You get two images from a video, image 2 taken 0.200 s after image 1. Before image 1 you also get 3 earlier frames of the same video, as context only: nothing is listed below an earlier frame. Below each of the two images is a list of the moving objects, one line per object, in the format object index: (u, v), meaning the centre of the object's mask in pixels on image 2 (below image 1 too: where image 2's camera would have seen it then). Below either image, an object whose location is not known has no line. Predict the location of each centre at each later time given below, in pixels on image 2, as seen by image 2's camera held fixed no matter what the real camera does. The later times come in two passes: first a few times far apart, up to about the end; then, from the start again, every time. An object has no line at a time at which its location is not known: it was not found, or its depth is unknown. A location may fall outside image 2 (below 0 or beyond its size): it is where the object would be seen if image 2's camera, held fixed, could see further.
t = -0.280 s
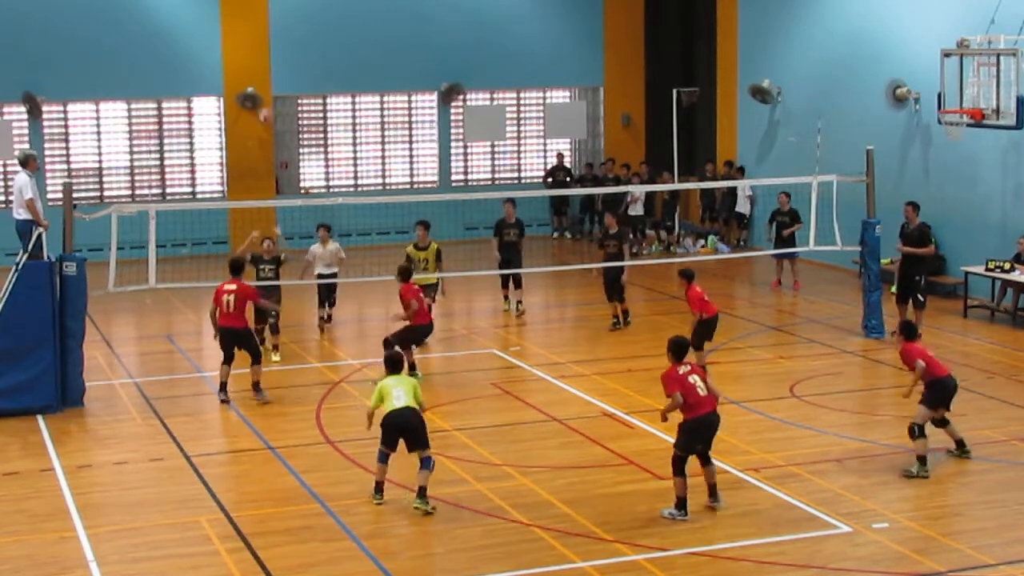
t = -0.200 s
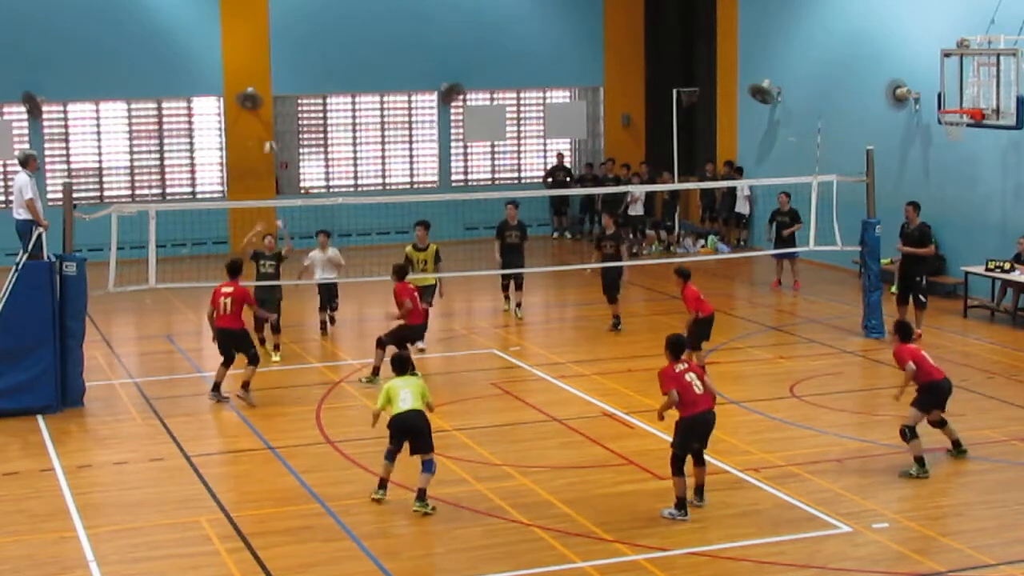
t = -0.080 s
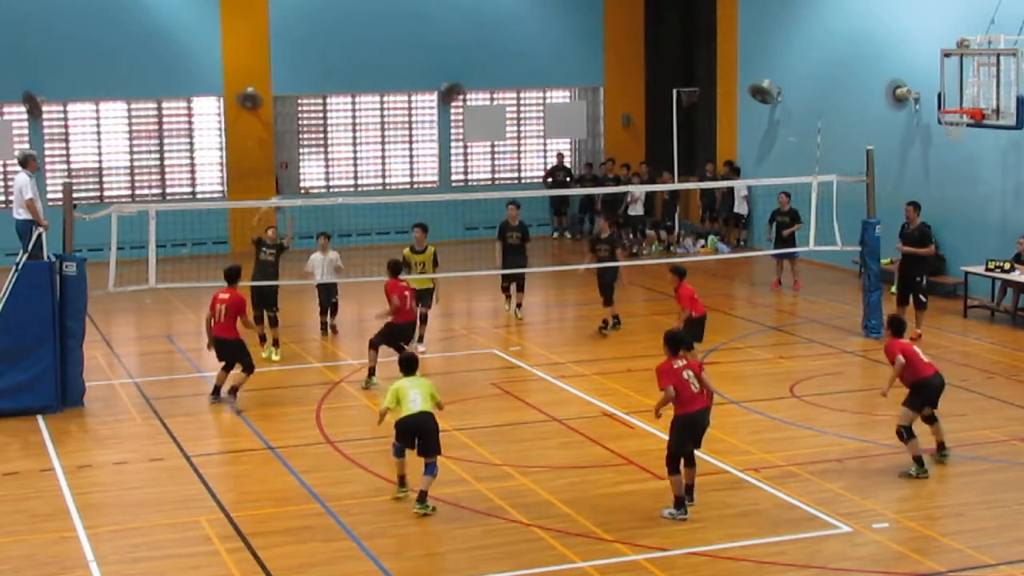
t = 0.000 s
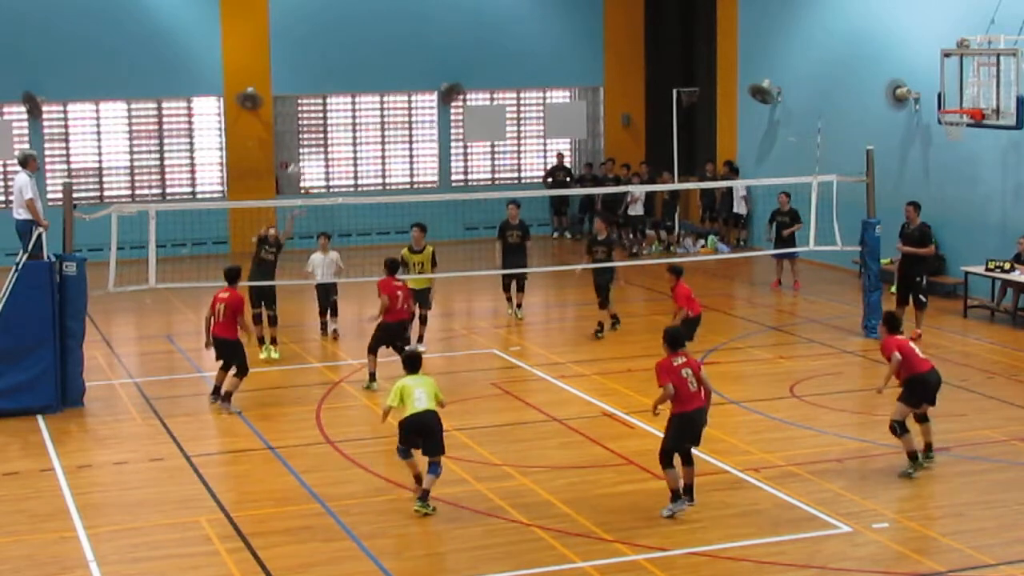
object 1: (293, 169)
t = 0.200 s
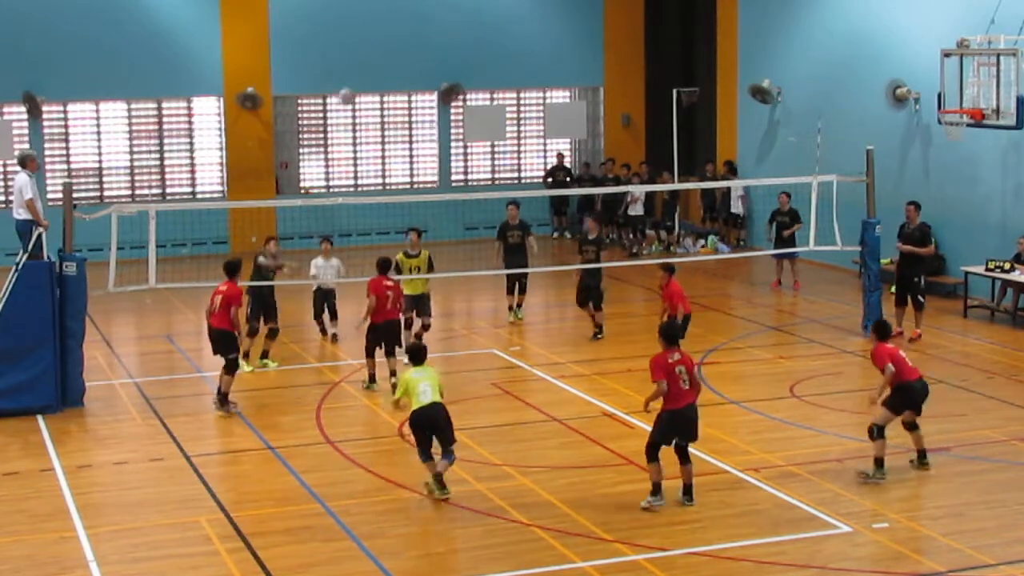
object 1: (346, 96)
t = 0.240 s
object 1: (356, 83)
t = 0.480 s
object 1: (426, 41)
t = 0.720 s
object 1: (502, 47)
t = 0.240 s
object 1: (356, 83)
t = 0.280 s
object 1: (368, 73)
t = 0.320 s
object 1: (378, 65)
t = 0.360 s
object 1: (390, 57)
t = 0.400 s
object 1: (401, 50)
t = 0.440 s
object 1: (413, 45)
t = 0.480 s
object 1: (426, 41)
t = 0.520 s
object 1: (436, 39)
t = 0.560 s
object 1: (449, 37)
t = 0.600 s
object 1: (462, 37)
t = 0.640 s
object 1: (476, 38)
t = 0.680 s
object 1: (489, 41)
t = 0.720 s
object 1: (502, 47)
